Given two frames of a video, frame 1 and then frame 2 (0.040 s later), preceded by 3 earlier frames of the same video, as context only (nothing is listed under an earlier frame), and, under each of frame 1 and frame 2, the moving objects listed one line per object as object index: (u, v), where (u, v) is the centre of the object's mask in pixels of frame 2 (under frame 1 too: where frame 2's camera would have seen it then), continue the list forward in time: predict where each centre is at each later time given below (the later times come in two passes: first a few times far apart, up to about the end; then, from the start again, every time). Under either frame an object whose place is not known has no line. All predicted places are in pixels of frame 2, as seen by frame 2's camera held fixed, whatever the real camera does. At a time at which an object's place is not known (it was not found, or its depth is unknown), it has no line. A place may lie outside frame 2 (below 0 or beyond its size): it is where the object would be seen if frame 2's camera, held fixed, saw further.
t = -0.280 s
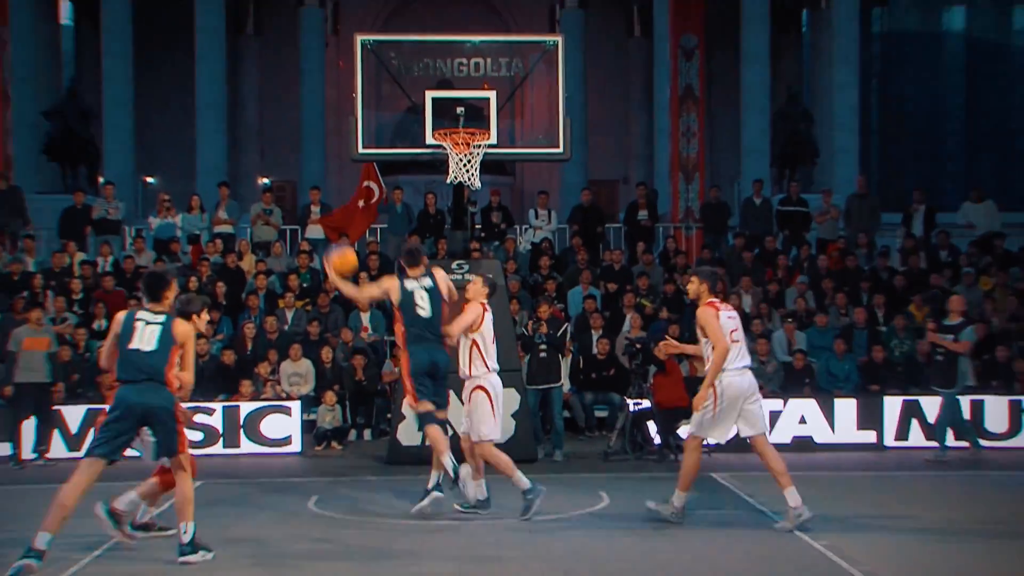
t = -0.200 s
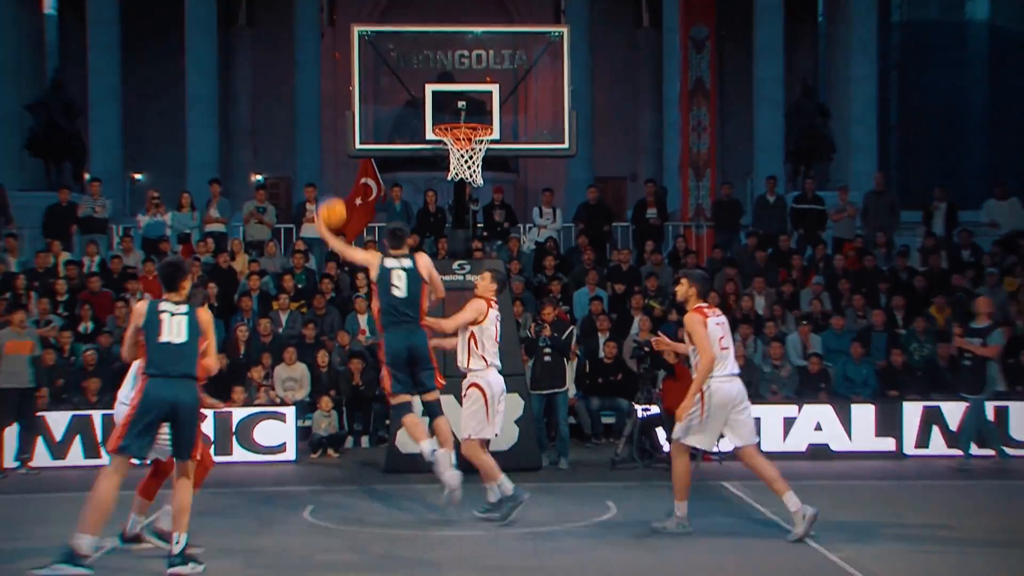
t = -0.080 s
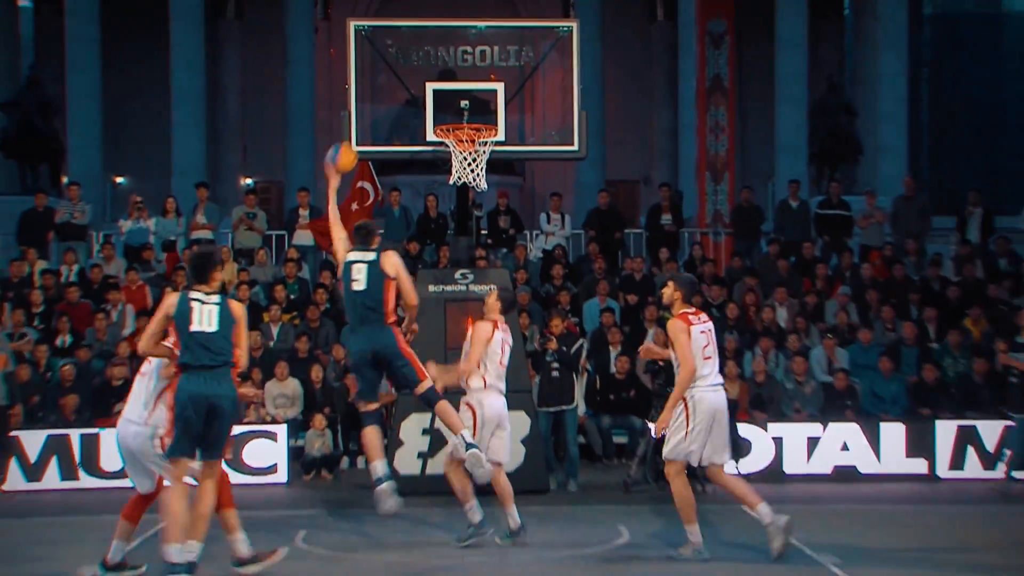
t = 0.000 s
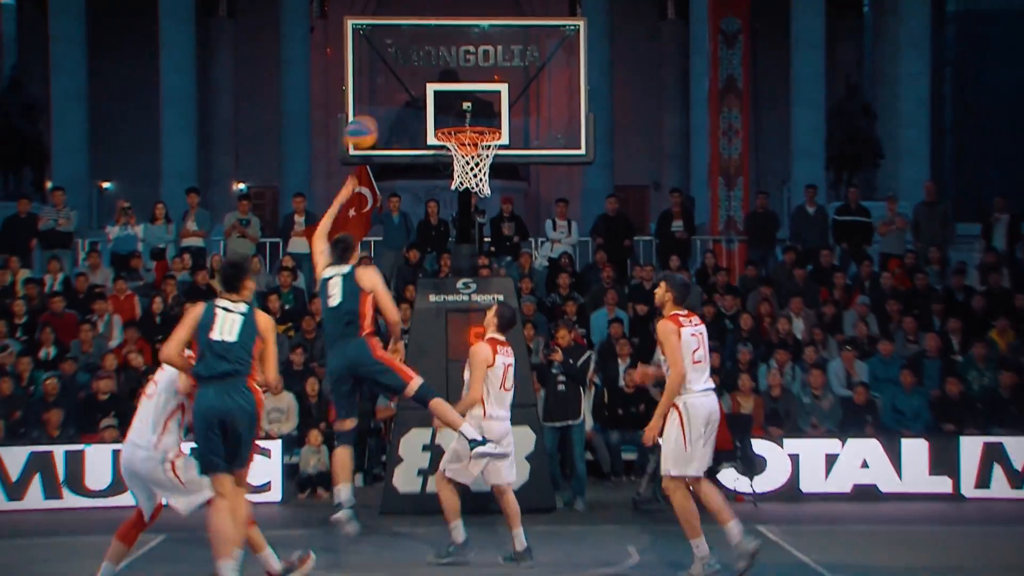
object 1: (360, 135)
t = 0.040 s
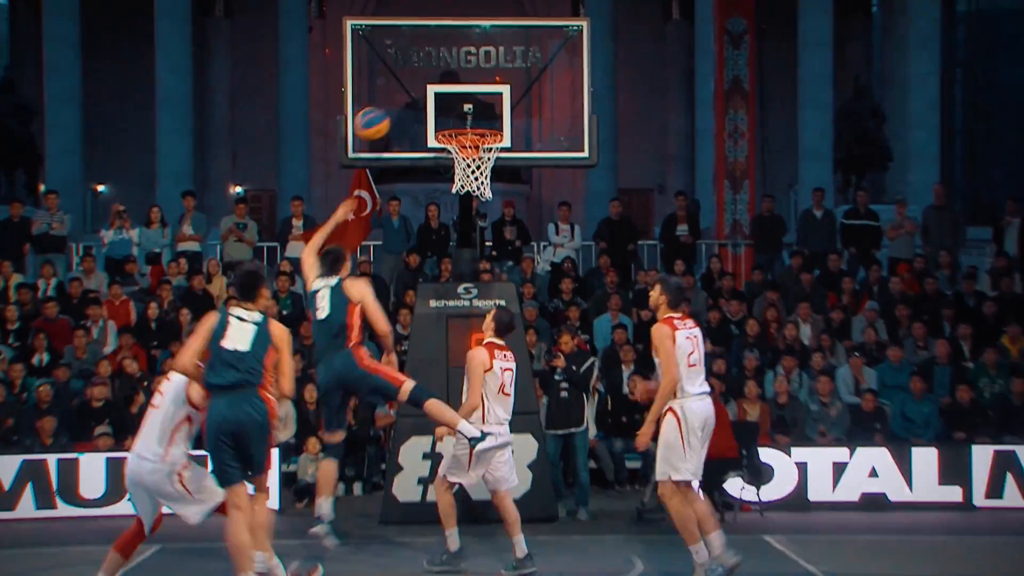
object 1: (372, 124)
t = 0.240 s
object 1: (426, 96)
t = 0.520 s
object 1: (479, 117)
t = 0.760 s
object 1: (459, 118)
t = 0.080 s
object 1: (383, 114)
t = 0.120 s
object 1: (394, 107)
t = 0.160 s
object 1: (405, 102)
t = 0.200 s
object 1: (415, 99)
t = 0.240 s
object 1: (426, 96)
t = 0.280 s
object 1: (435, 95)
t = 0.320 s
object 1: (446, 96)
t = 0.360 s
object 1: (454, 100)
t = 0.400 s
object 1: (465, 104)
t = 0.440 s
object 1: (474, 110)
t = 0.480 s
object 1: (483, 118)
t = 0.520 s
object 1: (479, 117)
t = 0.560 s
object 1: (473, 116)
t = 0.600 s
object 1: (466, 116)
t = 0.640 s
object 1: (461, 118)
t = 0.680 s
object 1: (455, 121)
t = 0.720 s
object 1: (455, 121)
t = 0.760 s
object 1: (459, 118)
